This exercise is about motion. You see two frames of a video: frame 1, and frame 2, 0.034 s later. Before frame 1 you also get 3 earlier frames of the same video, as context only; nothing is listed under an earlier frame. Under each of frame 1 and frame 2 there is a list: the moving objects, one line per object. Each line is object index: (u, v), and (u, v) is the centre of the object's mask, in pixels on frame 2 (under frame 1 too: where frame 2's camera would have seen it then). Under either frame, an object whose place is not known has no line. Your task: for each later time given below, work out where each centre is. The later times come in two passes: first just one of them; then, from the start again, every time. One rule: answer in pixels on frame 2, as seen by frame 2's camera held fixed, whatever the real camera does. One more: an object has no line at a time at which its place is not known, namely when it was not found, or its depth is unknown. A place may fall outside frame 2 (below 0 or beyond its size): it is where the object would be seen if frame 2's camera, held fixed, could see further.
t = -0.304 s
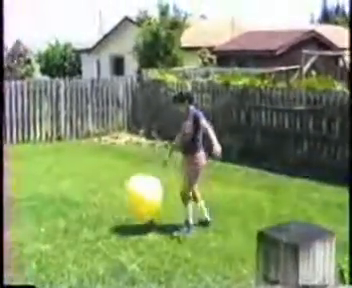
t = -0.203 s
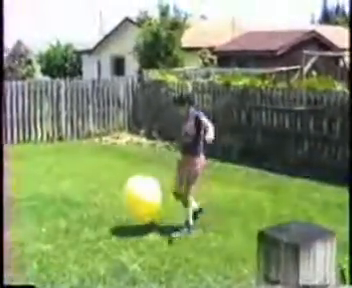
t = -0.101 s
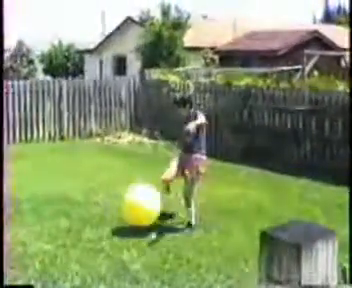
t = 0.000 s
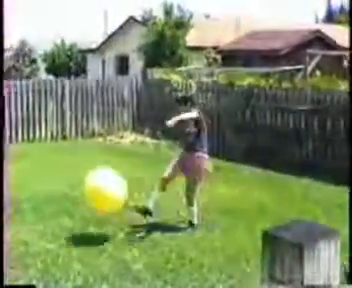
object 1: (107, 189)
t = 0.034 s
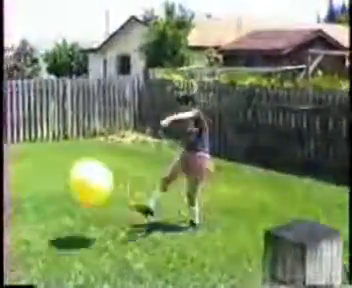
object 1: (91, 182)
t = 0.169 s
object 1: (17, 160)
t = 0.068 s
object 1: (73, 174)
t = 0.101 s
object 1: (56, 169)
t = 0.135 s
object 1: (37, 165)
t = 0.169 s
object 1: (17, 160)
